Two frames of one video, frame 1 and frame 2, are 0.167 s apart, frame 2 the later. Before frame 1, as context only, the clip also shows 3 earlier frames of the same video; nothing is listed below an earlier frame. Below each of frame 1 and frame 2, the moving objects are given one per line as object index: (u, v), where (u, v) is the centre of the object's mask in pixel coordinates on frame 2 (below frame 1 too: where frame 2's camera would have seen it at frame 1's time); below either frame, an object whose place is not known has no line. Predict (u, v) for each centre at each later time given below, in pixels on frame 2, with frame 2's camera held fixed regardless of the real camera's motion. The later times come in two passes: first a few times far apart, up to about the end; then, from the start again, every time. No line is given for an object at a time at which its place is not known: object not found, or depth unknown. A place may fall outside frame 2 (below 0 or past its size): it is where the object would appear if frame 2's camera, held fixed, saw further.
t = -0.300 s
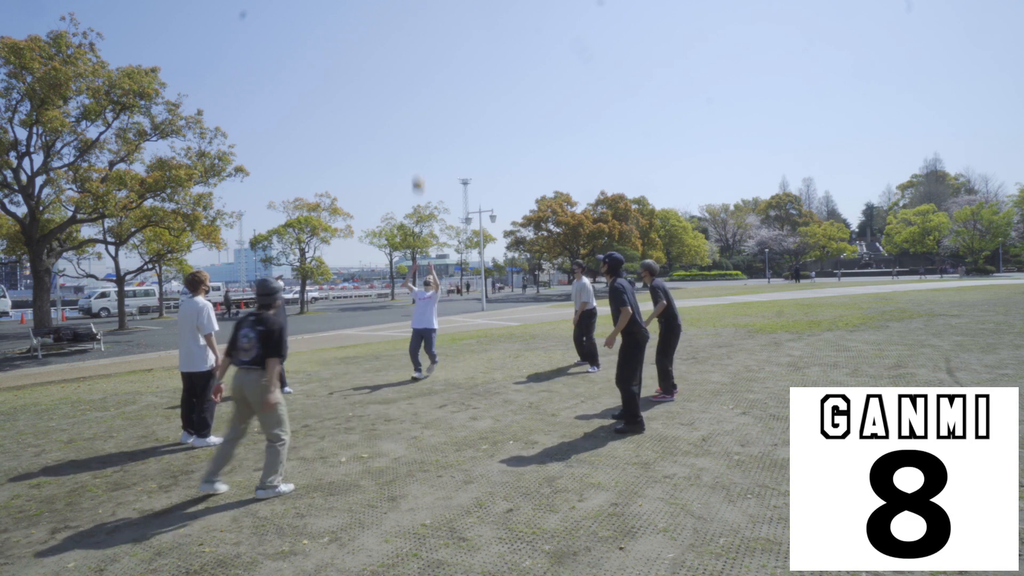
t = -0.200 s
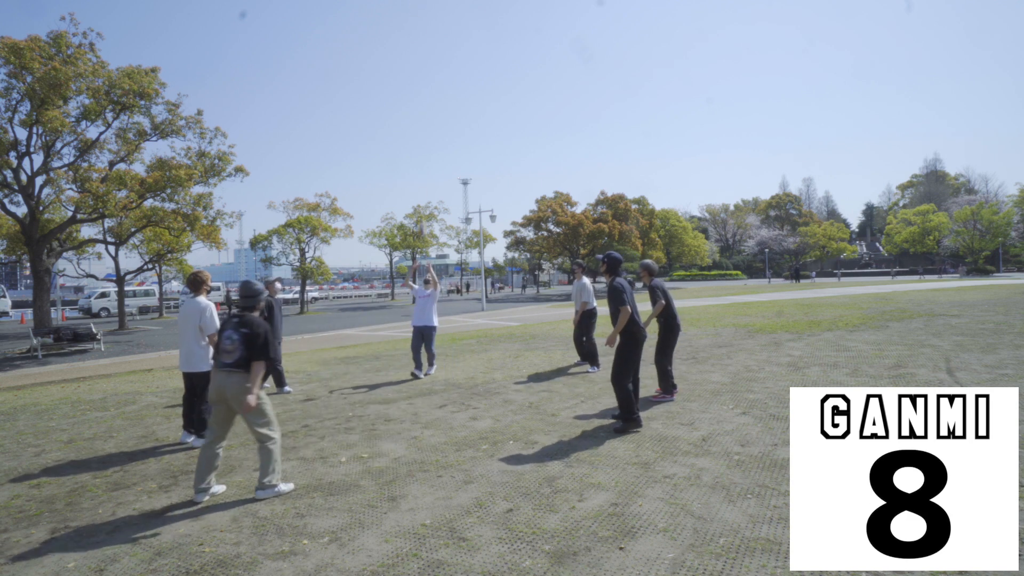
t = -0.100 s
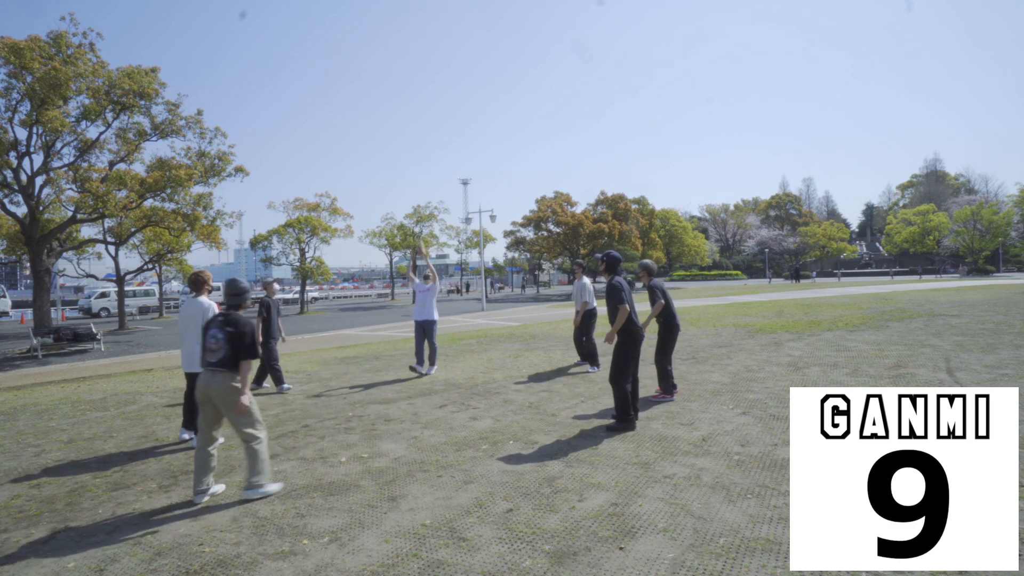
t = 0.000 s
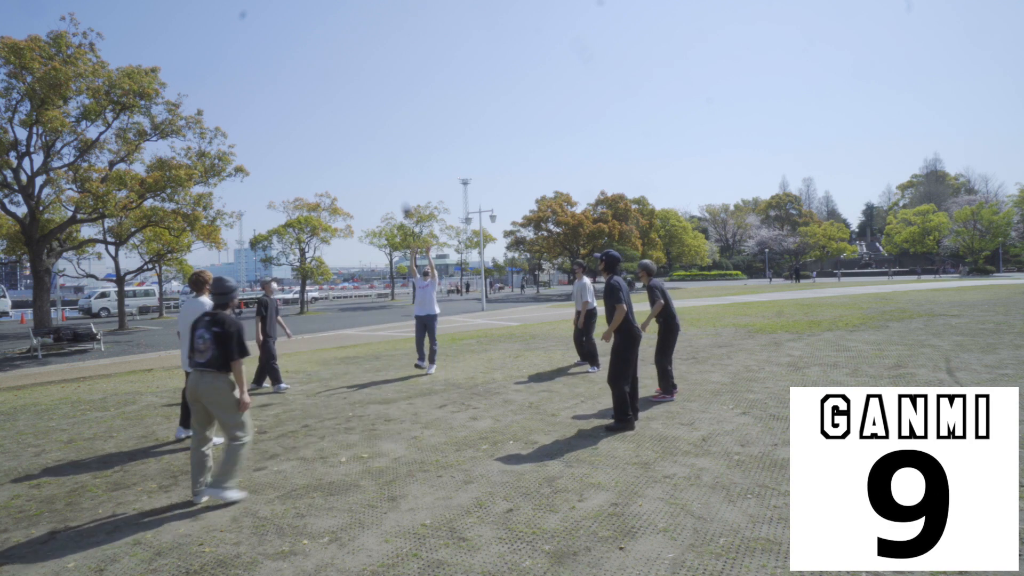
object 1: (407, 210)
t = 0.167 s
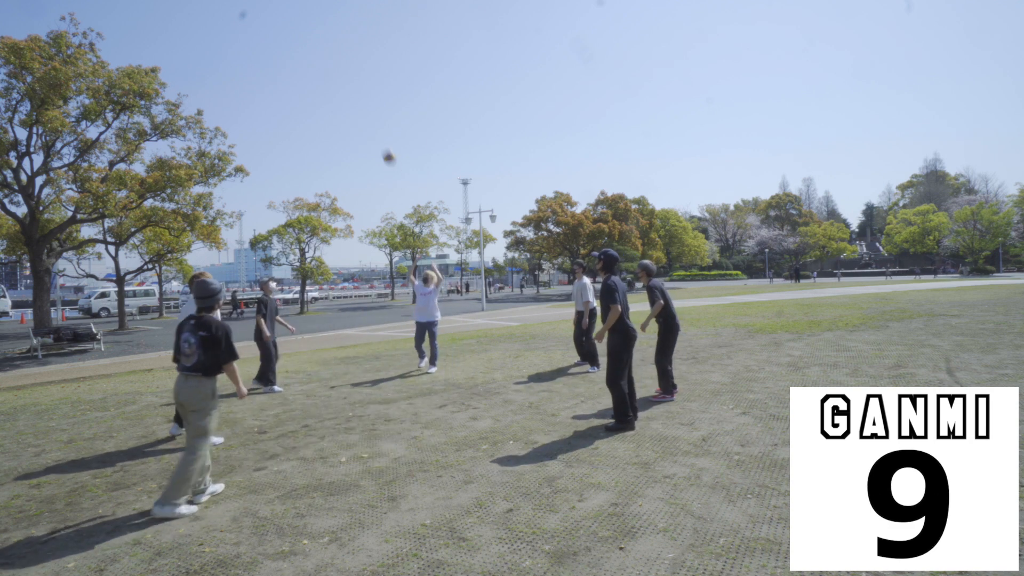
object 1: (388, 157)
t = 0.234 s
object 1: (382, 140)
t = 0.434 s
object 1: (361, 106)
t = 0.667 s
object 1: (338, 98)
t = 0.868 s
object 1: (318, 119)
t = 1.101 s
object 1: (298, 179)
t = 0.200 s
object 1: (385, 148)
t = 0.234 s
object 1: (382, 140)
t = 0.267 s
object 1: (378, 133)
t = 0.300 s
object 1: (375, 126)
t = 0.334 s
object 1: (371, 120)
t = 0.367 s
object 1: (368, 114)
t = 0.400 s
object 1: (364, 110)
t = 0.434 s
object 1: (361, 106)
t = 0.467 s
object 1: (357, 103)
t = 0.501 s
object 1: (354, 101)
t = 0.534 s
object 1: (351, 99)
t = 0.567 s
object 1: (347, 97)
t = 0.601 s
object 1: (344, 97)
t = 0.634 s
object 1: (341, 97)
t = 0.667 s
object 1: (338, 98)
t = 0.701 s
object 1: (335, 99)
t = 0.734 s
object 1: (331, 102)
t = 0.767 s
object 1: (328, 105)
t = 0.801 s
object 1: (325, 109)
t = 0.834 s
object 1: (322, 114)
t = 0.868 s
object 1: (318, 119)
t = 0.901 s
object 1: (315, 125)
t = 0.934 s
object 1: (312, 132)
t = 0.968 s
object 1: (309, 140)
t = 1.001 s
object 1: (306, 148)
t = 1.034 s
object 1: (303, 158)
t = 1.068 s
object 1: (301, 168)
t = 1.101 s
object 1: (298, 179)
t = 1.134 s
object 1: (295, 190)
